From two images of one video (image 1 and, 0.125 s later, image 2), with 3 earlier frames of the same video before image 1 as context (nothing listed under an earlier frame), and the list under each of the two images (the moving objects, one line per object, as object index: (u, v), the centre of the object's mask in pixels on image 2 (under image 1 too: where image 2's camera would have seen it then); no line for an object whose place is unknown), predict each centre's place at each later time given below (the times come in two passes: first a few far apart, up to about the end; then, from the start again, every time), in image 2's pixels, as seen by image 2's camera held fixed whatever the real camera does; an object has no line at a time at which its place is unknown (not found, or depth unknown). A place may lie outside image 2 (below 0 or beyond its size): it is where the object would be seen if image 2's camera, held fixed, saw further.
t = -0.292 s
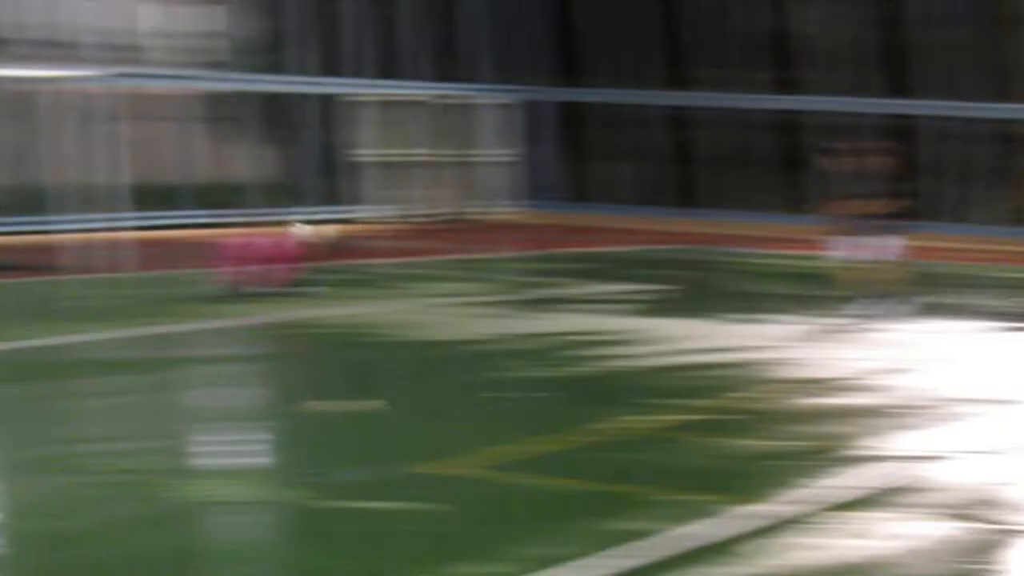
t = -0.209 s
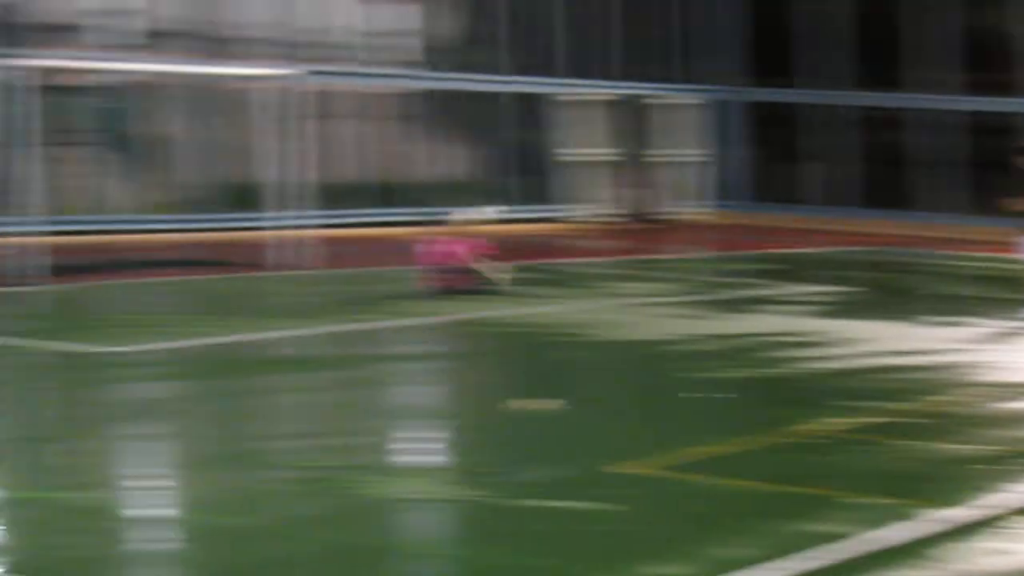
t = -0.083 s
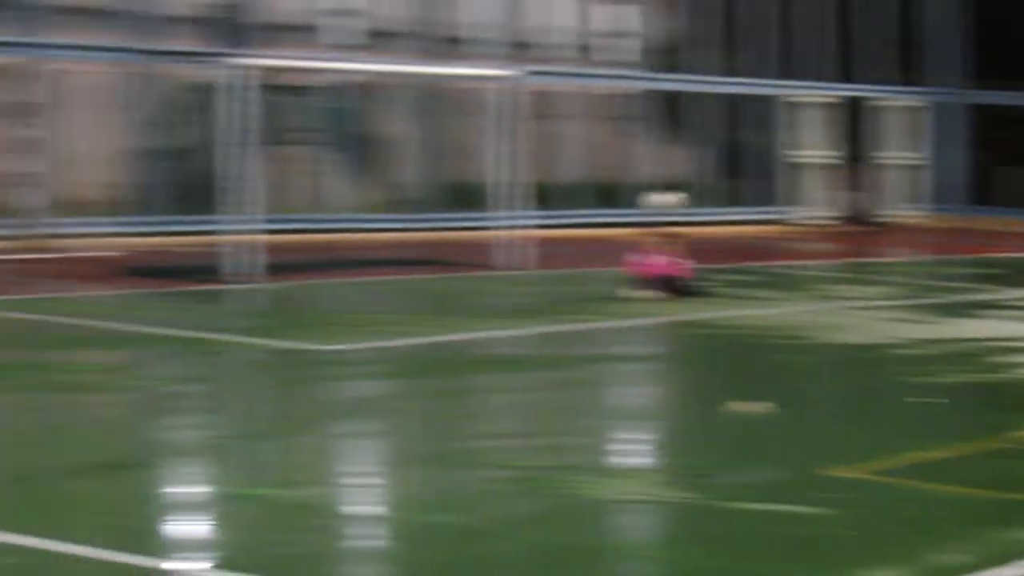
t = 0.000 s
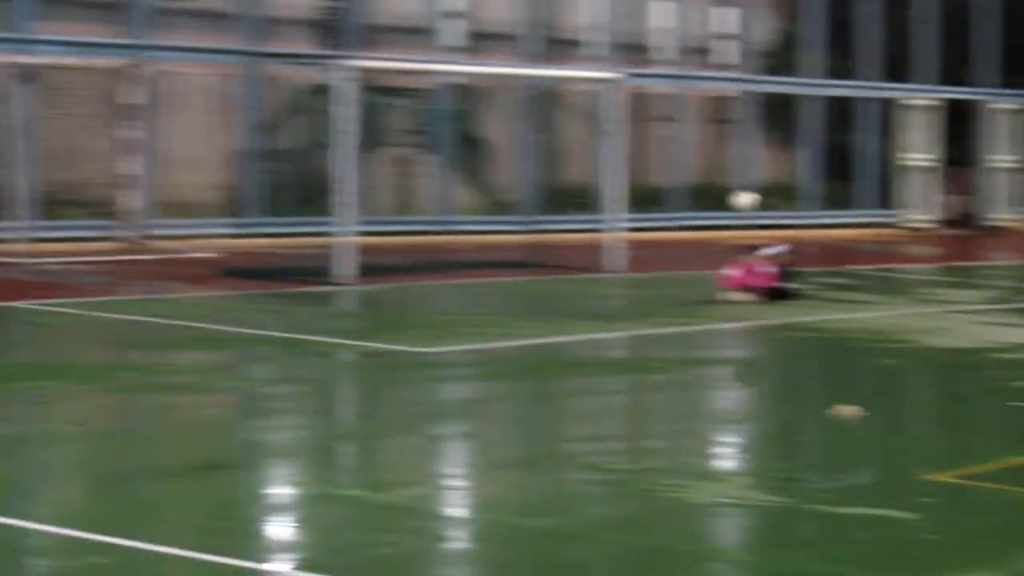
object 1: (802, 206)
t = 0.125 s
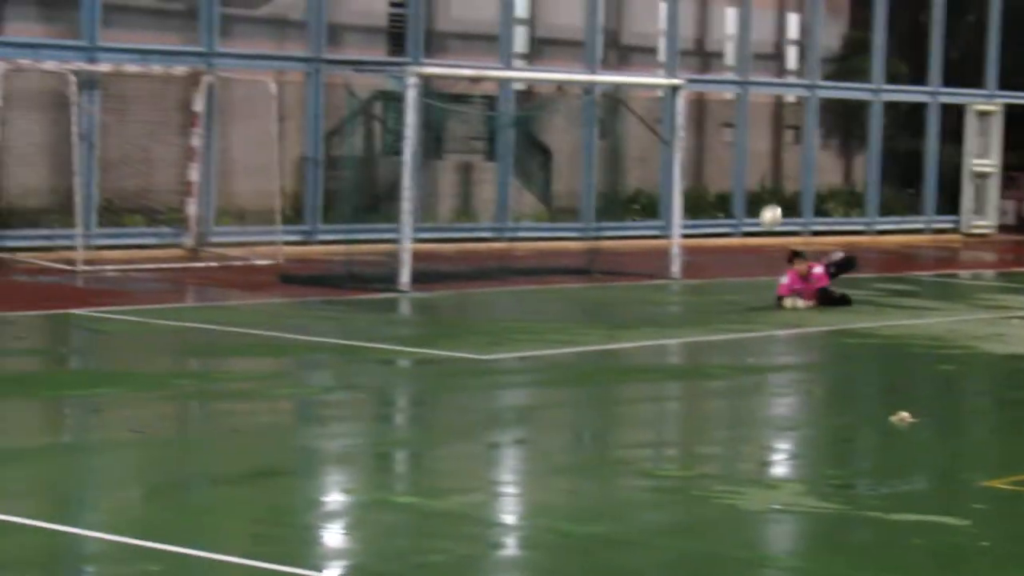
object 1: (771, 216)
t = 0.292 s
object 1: (719, 256)
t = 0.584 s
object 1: (634, 271)
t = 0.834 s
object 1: (571, 245)
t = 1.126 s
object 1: (487, 305)
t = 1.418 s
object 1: (398, 280)
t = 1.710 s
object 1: (300, 308)
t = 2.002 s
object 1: (199, 306)
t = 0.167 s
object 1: (758, 223)
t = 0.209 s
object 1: (746, 231)
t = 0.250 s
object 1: (732, 243)
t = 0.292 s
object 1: (719, 256)
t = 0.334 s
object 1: (706, 270)
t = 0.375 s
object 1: (691, 287)
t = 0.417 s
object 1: (677, 306)
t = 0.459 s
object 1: (664, 311)
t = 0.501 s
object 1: (653, 296)
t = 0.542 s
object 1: (645, 283)
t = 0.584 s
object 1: (634, 271)
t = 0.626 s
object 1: (625, 263)
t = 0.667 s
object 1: (614, 256)
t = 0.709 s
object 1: (604, 251)
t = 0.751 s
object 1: (593, 247)
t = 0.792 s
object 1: (583, 246)
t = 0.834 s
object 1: (571, 245)
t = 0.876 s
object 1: (559, 247)
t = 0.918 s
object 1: (548, 252)
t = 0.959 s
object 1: (536, 259)
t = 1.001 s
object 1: (524, 267)
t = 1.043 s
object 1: (512, 276)
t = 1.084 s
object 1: (500, 290)
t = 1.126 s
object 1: (487, 305)
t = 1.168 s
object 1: (475, 323)
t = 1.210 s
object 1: (461, 321)
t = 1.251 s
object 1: (448, 309)
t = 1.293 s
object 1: (437, 299)
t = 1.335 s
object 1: (424, 290)
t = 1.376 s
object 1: (411, 283)
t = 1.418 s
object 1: (398, 280)
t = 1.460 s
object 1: (384, 277)
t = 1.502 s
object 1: (372, 277)
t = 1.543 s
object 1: (358, 279)
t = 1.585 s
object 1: (344, 283)
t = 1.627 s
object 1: (330, 289)
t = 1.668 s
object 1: (315, 297)
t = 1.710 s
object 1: (300, 308)
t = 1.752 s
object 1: (286, 321)
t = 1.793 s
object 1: (271, 337)
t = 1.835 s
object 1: (255, 330)
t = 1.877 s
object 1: (242, 321)
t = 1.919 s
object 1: (228, 315)
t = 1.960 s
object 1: (214, 309)
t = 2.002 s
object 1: (199, 306)
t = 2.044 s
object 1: (184, 305)
